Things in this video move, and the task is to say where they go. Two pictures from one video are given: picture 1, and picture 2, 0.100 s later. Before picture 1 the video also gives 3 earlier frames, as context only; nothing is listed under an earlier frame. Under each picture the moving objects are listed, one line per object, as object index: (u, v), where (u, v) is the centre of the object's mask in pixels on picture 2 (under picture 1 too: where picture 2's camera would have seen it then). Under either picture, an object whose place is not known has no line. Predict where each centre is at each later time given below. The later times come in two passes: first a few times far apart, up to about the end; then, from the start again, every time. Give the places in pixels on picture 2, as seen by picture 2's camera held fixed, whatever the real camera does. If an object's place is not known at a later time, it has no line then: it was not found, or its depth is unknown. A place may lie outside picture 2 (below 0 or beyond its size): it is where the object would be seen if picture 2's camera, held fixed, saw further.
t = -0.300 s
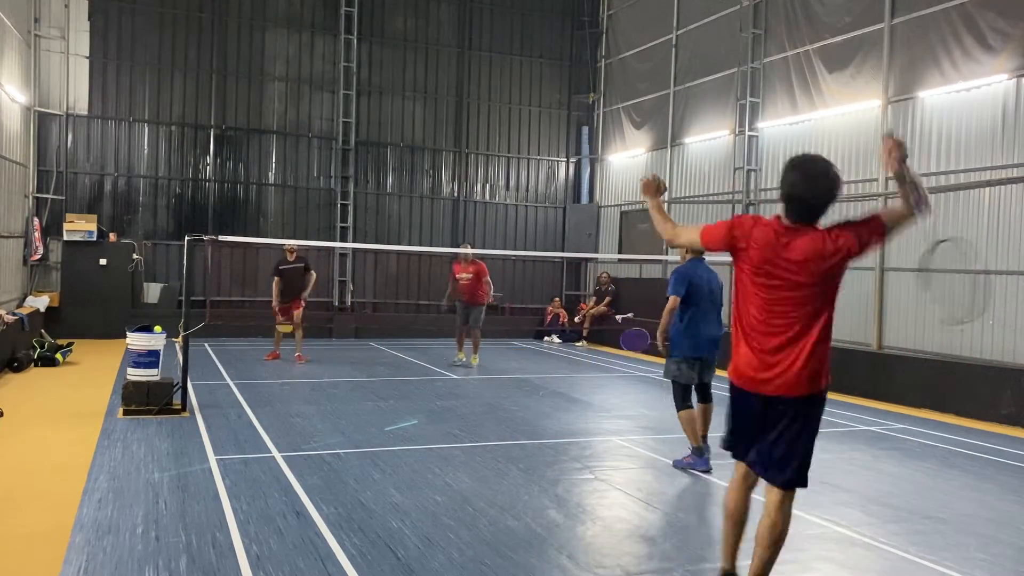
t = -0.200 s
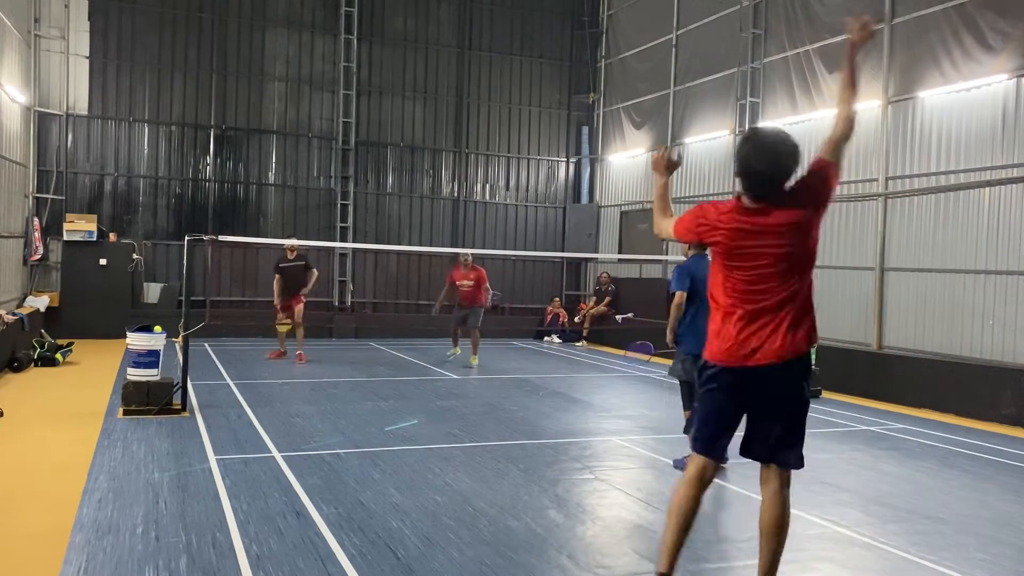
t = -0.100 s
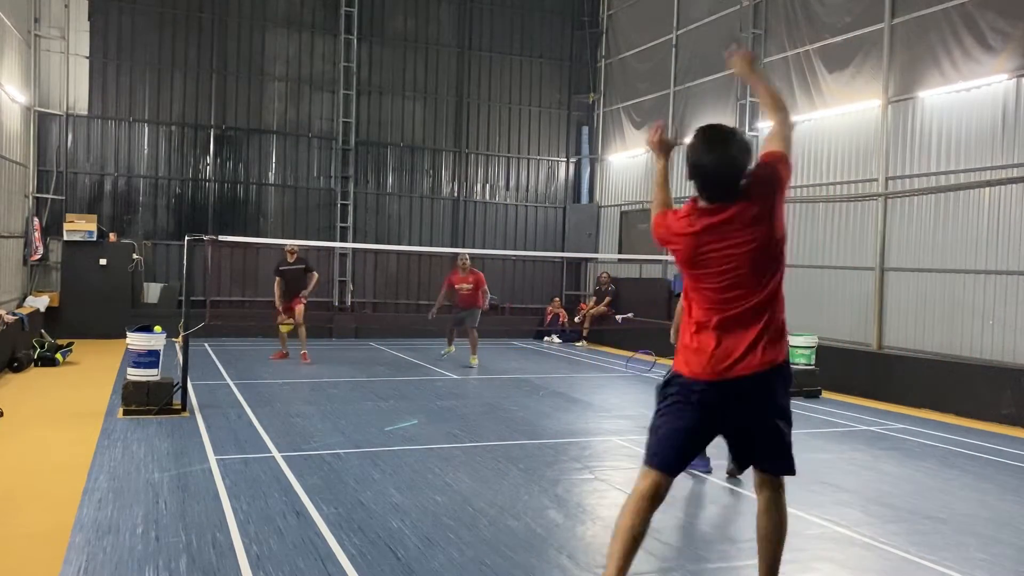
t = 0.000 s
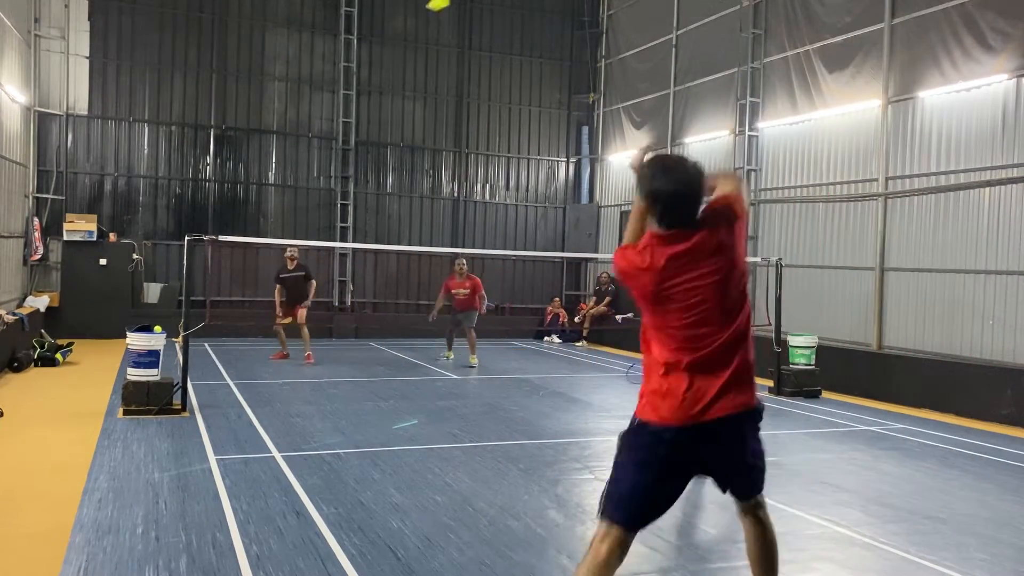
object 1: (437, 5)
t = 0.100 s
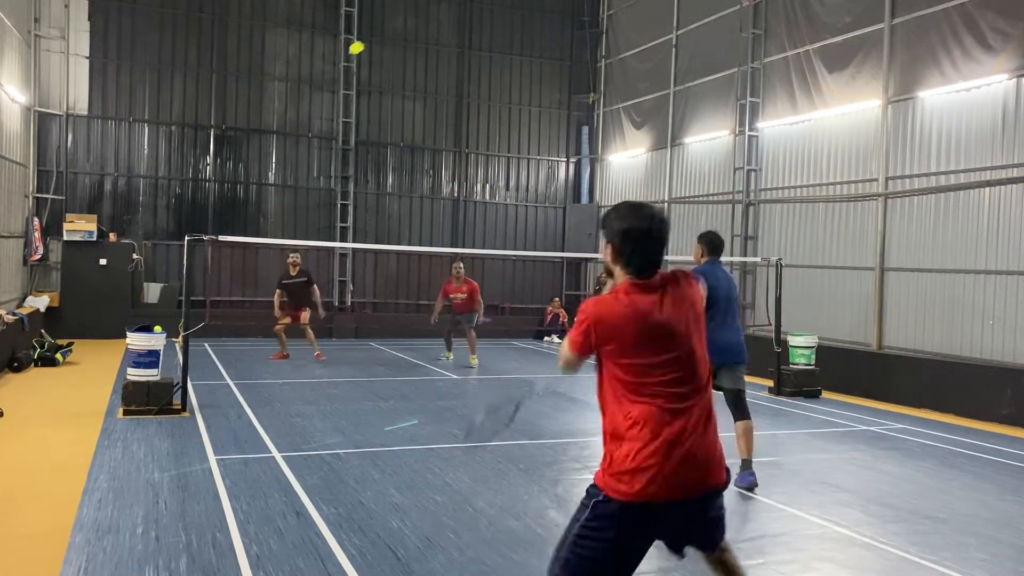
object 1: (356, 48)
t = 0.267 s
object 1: (286, 113)
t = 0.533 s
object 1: (231, 215)
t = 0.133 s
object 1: (338, 62)
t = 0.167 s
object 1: (323, 75)
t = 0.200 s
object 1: (308, 87)
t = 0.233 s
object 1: (296, 100)
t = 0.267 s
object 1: (286, 113)
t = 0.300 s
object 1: (276, 125)
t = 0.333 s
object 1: (268, 138)
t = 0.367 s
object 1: (260, 150)
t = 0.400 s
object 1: (253, 163)
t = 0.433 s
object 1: (247, 176)
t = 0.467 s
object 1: (241, 188)
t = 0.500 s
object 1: (236, 202)
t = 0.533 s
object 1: (231, 215)
